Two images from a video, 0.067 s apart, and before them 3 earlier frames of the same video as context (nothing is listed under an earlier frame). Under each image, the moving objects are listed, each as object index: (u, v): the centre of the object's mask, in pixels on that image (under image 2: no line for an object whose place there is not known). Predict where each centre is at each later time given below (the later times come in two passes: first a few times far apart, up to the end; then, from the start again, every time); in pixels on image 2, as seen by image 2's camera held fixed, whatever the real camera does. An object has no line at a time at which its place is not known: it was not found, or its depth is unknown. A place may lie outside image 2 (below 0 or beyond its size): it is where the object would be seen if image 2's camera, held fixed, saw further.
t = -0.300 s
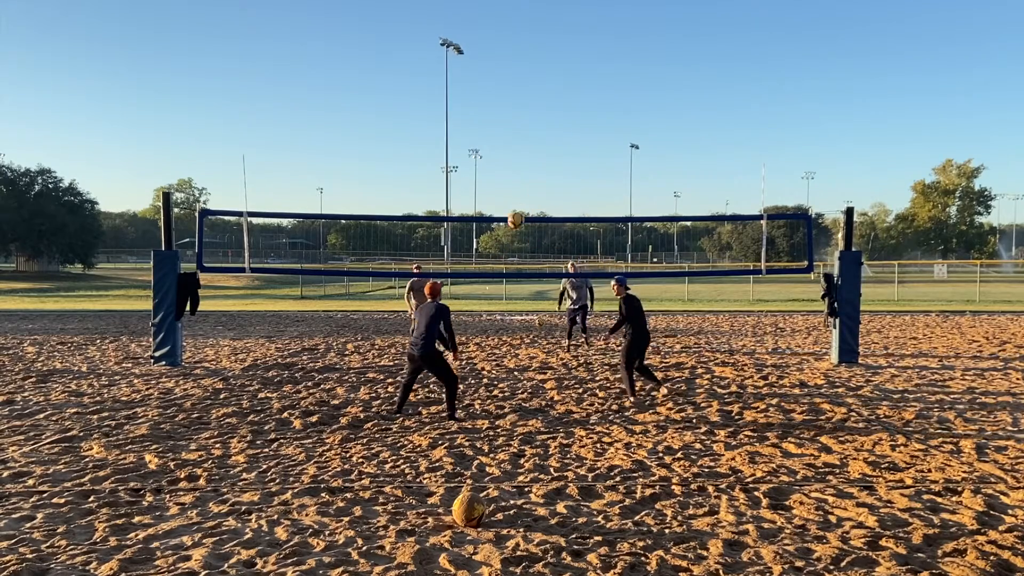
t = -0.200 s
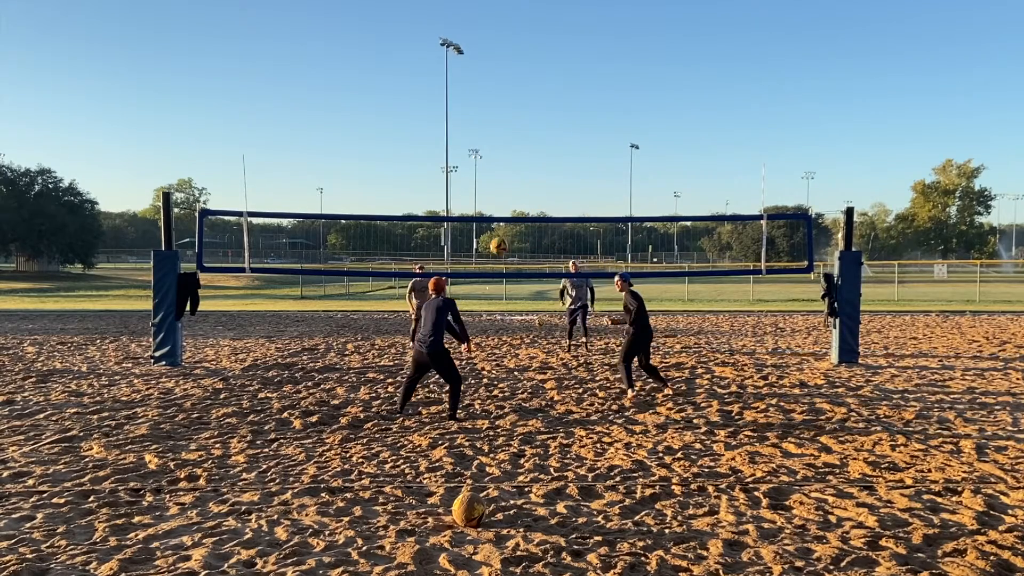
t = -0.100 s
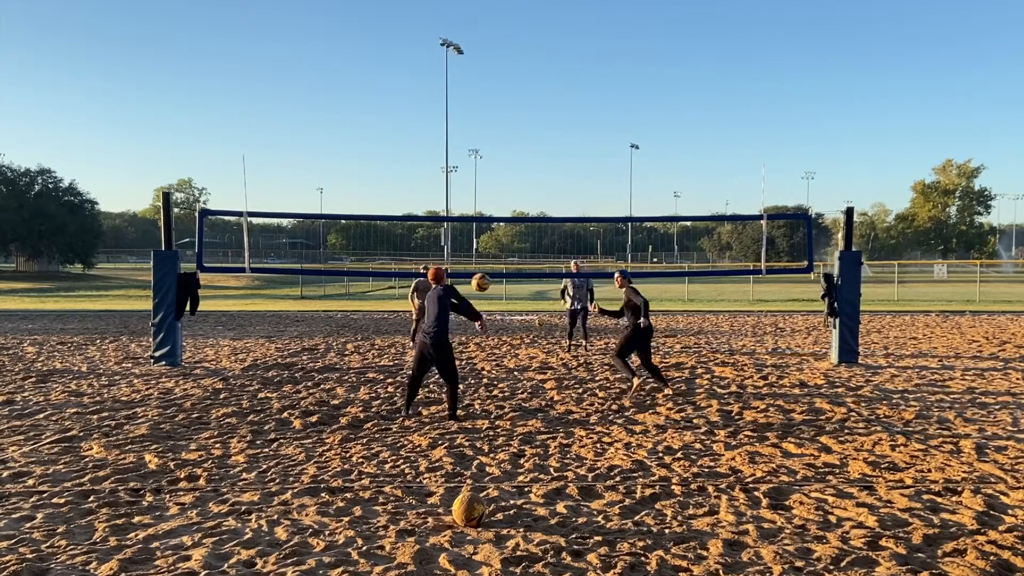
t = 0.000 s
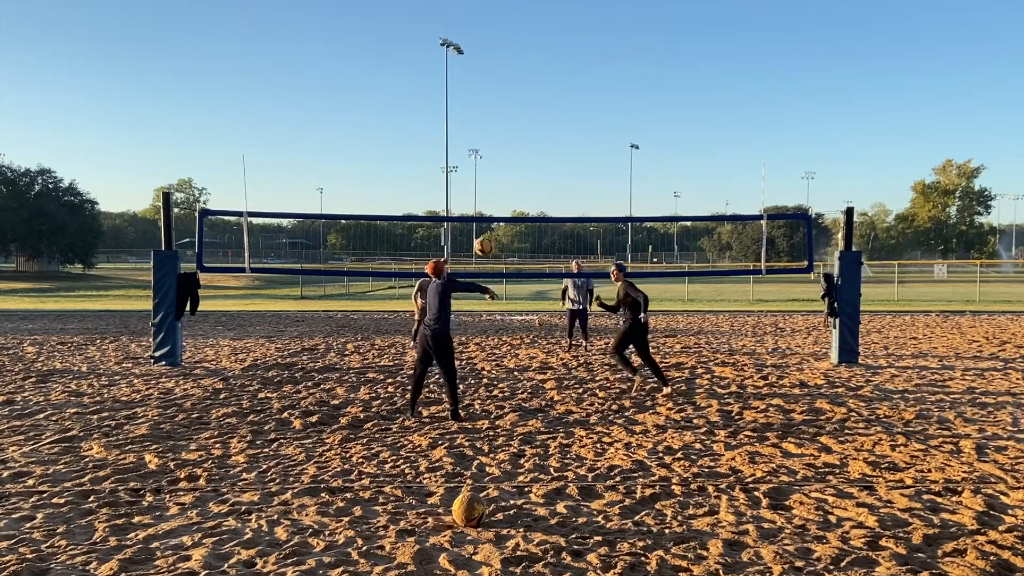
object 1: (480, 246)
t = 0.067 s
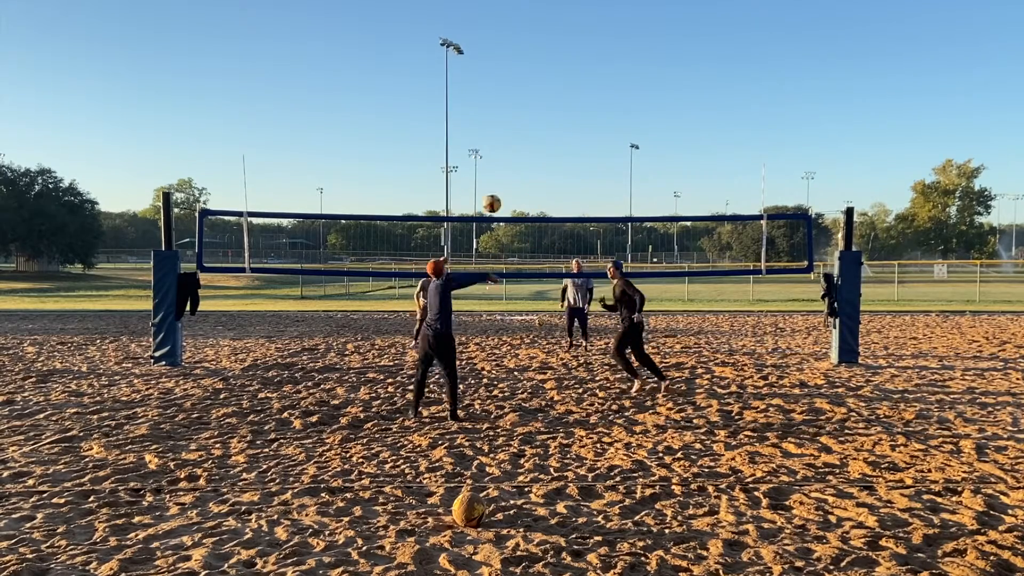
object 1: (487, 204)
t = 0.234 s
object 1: (505, 120)
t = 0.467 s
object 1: (525, 52)
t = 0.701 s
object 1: (545, 33)
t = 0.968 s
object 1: (566, 61)
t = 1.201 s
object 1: (581, 124)
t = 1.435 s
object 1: (593, 214)
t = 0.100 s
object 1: (493, 184)
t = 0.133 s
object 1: (496, 167)
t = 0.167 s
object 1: (498, 150)
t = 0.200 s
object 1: (501, 135)
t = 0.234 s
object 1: (505, 120)
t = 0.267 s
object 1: (509, 107)
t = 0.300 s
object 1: (511, 95)
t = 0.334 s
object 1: (513, 85)
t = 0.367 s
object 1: (515, 75)
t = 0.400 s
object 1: (518, 66)
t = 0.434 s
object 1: (522, 59)
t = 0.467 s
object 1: (525, 52)
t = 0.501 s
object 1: (528, 46)
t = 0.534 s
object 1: (531, 42)
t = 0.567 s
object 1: (534, 39)
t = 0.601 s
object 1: (538, 35)
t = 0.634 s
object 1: (540, 33)
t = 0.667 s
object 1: (542, 33)
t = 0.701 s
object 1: (545, 33)
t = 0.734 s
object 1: (548, 34)
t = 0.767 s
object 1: (552, 35)
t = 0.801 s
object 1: (554, 37)
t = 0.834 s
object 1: (557, 41)
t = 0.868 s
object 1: (558, 45)
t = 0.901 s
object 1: (561, 50)
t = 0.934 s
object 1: (563, 55)
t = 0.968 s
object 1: (566, 61)
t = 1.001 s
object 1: (569, 68)
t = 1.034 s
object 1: (570, 76)
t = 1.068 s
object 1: (572, 84)
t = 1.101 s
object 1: (574, 94)
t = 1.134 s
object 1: (576, 103)
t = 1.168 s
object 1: (580, 113)
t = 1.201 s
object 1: (581, 124)
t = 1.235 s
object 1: (582, 135)
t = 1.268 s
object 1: (585, 147)
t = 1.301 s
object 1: (586, 160)
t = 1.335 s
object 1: (588, 172)
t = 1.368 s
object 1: (590, 186)
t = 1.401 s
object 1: (591, 200)
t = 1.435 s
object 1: (593, 214)
